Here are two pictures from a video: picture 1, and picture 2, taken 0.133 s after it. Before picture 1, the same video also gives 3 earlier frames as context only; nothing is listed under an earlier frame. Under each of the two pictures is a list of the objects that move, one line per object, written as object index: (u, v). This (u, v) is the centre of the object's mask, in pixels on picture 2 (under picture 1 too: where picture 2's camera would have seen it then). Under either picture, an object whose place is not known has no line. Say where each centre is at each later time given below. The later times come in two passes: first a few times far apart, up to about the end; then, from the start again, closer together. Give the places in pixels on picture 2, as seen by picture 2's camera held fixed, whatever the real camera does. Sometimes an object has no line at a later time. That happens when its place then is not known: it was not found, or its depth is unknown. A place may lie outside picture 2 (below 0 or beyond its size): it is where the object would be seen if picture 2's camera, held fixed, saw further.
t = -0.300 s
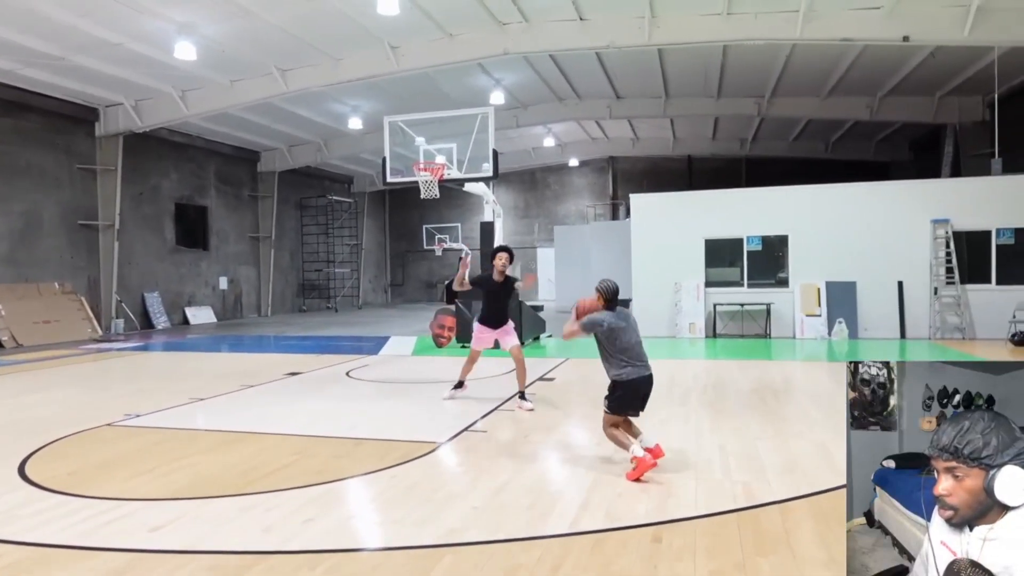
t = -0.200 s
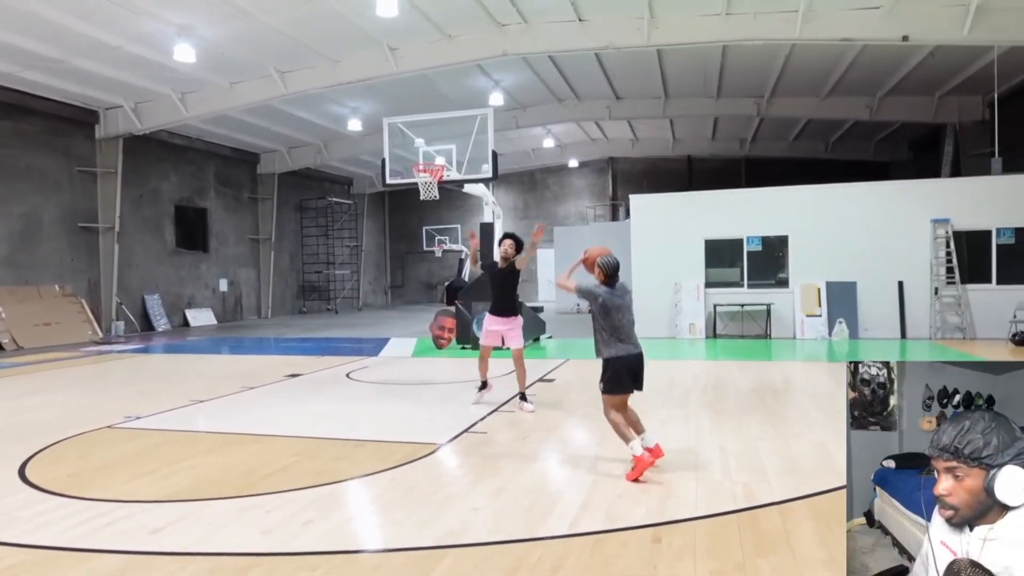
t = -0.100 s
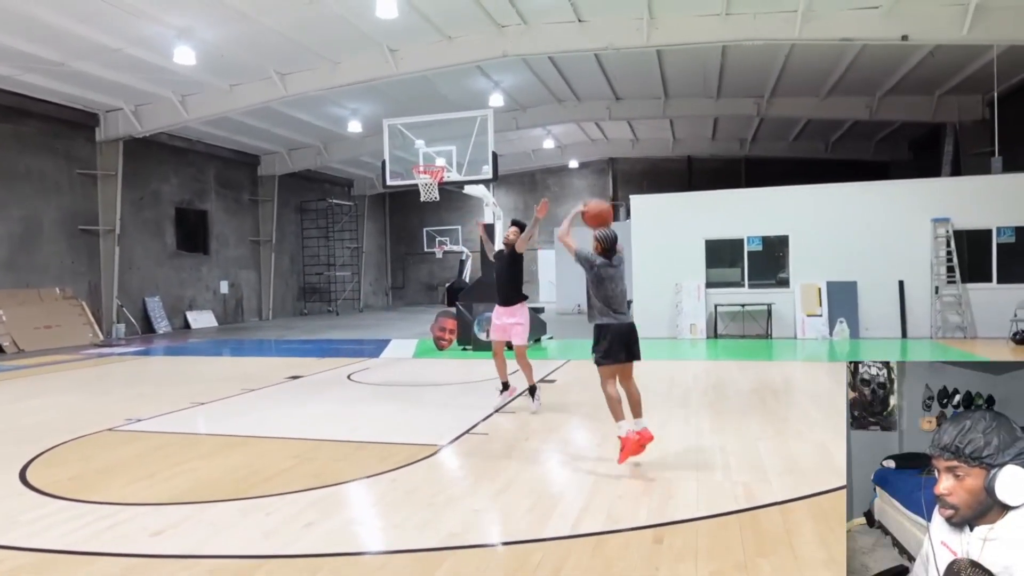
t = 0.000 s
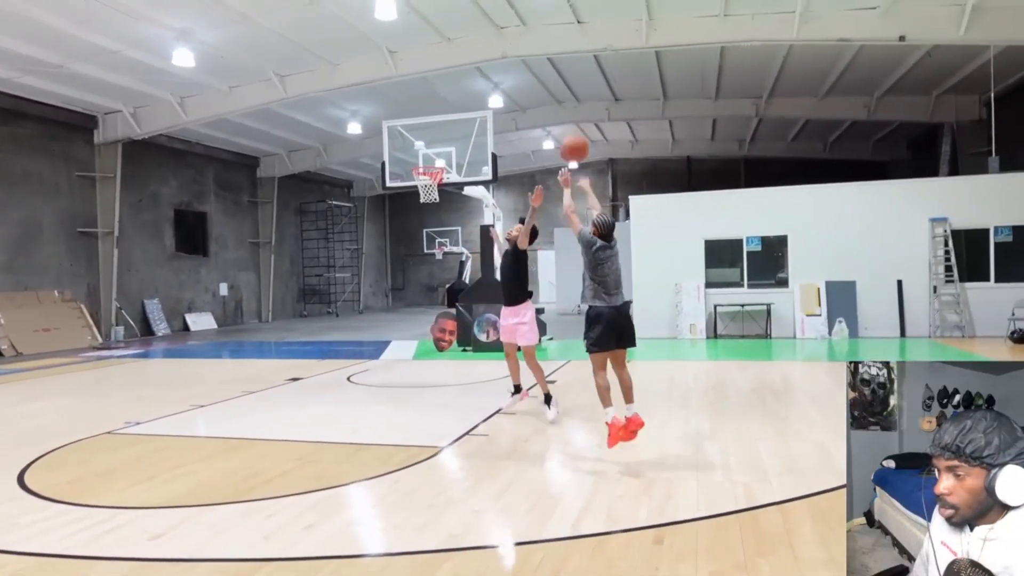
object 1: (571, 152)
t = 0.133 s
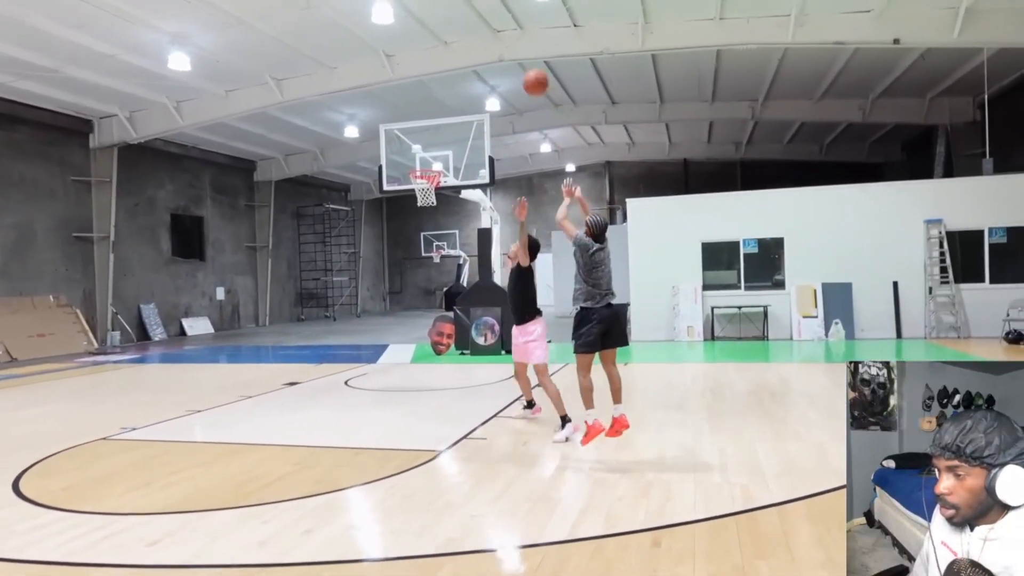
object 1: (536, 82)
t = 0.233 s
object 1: (514, 50)
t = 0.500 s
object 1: (470, 24)
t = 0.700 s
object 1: (447, 44)
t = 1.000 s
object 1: (421, 119)
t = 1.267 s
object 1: (400, 174)
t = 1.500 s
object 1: (364, 190)
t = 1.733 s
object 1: (327, 242)
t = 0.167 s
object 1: (528, 71)
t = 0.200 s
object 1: (521, 60)
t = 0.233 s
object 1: (514, 50)
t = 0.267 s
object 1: (507, 43)
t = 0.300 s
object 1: (501, 37)
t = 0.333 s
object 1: (495, 32)
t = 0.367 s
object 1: (490, 28)
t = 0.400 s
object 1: (485, 25)
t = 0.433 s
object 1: (479, 24)
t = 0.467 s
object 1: (475, 23)
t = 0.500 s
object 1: (470, 24)
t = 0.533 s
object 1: (466, 25)
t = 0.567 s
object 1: (462, 27)
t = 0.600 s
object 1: (458, 31)
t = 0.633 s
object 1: (454, 34)
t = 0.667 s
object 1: (450, 39)
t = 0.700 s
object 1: (447, 44)
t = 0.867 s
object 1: (431, 80)
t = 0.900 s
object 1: (428, 90)
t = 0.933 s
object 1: (426, 99)
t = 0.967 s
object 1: (423, 108)
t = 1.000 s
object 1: (421, 119)
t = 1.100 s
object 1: (415, 152)
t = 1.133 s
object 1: (413, 164)
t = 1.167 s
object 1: (410, 171)
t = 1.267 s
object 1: (400, 174)
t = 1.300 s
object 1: (395, 174)
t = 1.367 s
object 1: (384, 176)
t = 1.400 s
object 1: (378, 179)
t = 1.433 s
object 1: (374, 181)
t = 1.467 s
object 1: (370, 185)
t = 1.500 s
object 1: (364, 190)
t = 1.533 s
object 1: (358, 195)
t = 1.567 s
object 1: (353, 201)
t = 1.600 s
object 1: (348, 209)
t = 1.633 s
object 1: (343, 215)
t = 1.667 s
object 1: (338, 223)
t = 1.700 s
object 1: (333, 232)
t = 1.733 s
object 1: (327, 242)
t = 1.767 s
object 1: (322, 253)
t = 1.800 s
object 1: (317, 265)
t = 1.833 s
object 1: (312, 277)
